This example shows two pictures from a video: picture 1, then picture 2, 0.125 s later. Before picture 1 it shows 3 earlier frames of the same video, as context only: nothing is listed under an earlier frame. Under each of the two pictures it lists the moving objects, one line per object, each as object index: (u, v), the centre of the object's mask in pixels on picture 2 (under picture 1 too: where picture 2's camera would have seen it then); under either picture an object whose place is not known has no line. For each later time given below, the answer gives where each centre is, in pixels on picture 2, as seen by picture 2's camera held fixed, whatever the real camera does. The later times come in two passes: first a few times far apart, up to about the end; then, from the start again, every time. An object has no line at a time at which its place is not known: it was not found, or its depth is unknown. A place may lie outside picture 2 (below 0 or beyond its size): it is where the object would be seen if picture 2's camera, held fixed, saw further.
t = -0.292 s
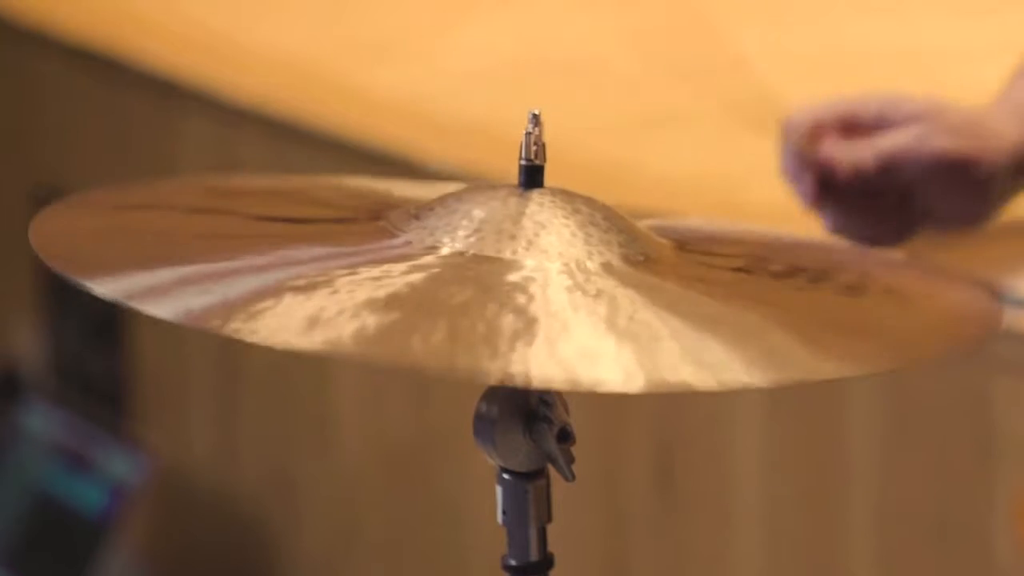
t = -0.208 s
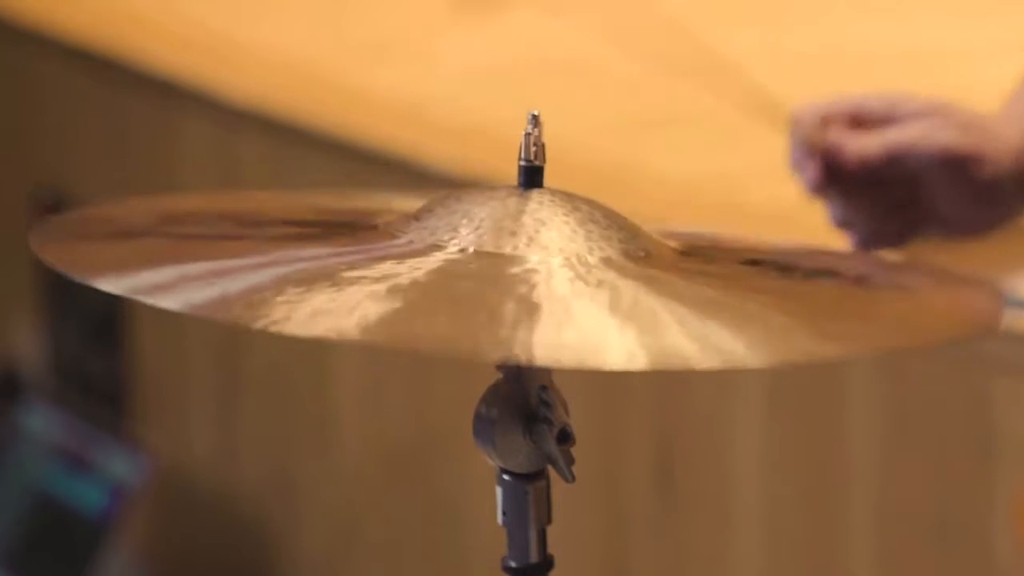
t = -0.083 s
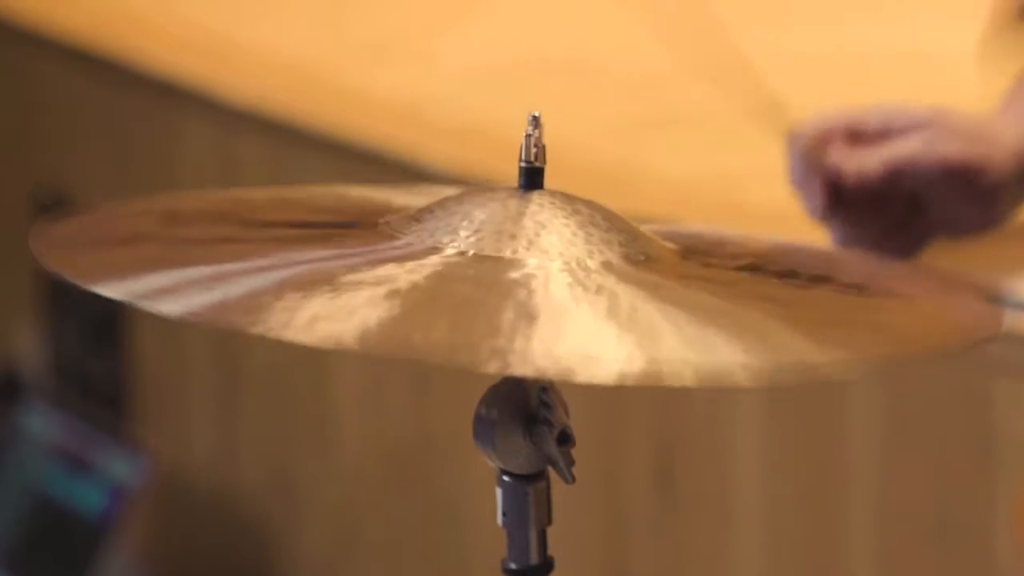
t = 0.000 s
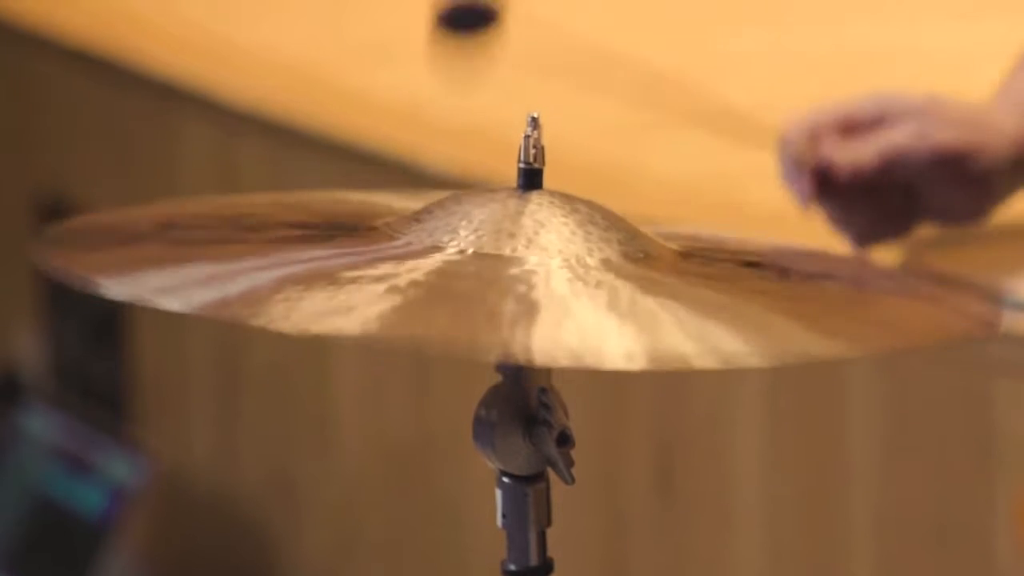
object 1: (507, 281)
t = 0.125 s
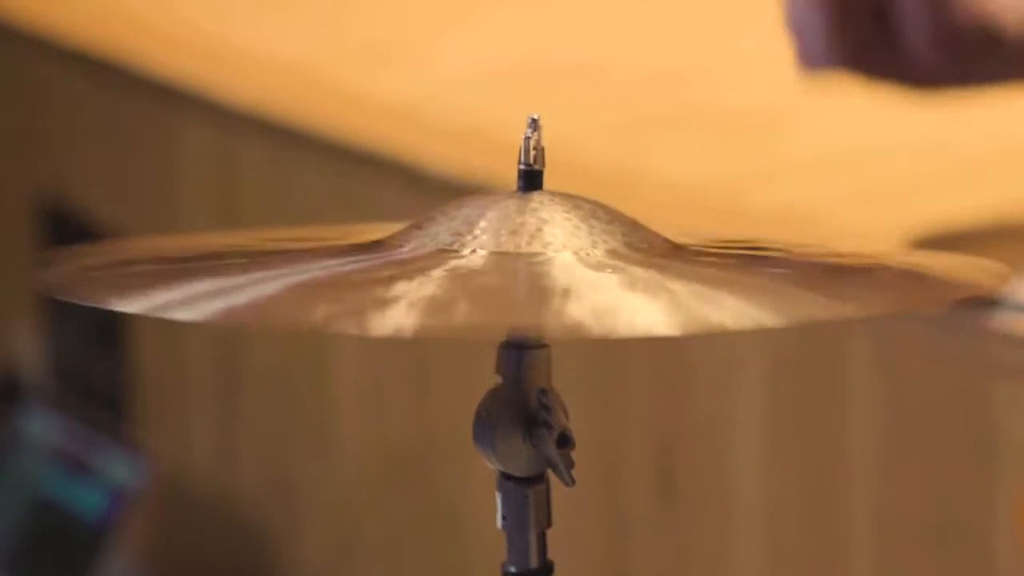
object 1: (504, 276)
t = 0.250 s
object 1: (509, 289)
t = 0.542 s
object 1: (505, 282)
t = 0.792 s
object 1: (513, 285)
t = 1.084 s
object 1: (510, 284)
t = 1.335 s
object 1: (510, 285)
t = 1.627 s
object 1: (508, 284)
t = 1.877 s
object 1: (511, 284)
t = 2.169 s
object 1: (513, 284)
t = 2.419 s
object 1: (512, 284)
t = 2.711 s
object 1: (511, 284)
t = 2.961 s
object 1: (512, 284)
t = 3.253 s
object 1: (512, 284)
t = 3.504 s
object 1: (511, 284)
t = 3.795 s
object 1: (512, 284)
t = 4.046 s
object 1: (511, 284)
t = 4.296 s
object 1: (512, 284)
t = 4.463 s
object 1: (511, 284)
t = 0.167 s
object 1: (511, 283)
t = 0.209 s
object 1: (504, 284)
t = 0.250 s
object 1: (509, 289)
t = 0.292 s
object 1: (511, 289)
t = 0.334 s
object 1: (507, 290)
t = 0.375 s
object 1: (513, 289)
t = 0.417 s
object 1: (504, 288)
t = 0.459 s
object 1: (509, 286)
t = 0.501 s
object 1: (503, 284)
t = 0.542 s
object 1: (505, 282)
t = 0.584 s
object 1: (511, 282)
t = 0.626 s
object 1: (508, 281)
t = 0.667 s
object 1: (513, 283)
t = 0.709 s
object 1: (507, 283)
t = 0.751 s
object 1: (510, 285)
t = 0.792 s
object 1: (513, 285)
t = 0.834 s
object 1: (506, 286)
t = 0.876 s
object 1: (513, 285)
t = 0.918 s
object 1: (504, 285)
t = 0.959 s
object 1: (509, 285)
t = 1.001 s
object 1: (503, 285)
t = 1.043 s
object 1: (508, 284)
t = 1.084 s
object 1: (510, 284)
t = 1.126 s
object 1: (509, 283)
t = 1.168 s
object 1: (514, 284)
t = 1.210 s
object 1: (508, 284)
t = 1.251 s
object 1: (512, 285)
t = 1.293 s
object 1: (512, 285)
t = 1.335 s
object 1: (510, 285)
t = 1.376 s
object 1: (511, 285)
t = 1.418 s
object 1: (506, 284)
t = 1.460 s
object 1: (511, 284)
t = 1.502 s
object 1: (506, 283)
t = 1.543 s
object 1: (510, 284)
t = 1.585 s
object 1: (510, 284)
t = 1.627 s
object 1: (508, 284)
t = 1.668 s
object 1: (512, 284)
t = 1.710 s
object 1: (509, 285)
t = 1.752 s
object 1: (513, 284)
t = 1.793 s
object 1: (509, 284)
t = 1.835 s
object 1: (512, 284)
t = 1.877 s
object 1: (511, 284)
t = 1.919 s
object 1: (509, 284)
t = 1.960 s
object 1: (513, 284)
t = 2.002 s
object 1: (511, 284)
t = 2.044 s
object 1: (513, 285)
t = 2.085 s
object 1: (511, 284)
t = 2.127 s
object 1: (510, 284)
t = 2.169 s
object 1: (513, 284)
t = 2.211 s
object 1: (510, 284)
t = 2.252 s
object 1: (514, 284)
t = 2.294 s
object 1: (510, 284)
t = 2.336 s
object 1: (512, 284)
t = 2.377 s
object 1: (511, 284)
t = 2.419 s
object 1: (512, 284)
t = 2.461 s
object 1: (513, 284)
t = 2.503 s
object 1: (510, 284)
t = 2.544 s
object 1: (513, 284)
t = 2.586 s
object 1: (510, 284)
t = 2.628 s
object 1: (512, 284)
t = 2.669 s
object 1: (511, 284)
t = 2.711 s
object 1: (511, 284)
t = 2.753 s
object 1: (512, 284)
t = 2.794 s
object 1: (510, 284)
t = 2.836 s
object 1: (513, 284)
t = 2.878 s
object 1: (510, 284)
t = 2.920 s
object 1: (512, 284)
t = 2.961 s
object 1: (512, 284)
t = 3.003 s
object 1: (510, 284)
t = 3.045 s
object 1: (512, 284)
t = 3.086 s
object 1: (511, 284)
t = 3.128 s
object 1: (513, 284)
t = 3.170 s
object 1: (511, 284)
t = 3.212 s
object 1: (511, 284)
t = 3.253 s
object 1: (512, 284)
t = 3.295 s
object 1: (511, 284)
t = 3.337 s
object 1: (512, 284)
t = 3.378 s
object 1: (511, 284)
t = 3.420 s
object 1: (513, 284)
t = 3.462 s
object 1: (511, 284)
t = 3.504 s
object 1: (511, 284)
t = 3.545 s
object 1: (512, 284)
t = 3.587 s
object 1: (511, 284)
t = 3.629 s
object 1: (512, 284)
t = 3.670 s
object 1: (511, 284)
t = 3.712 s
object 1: (512, 284)
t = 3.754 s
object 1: (511, 284)
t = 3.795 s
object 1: (512, 284)
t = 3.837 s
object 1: (512, 284)
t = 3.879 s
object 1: (511, 284)
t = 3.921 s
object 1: (512, 284)
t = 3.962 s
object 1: (511, 284)
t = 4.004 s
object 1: (512, 284)
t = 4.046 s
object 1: (511, 284)
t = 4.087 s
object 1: (512, 284)
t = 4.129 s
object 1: (512, 284)
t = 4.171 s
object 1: (511, 284)
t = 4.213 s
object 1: (513, 284)
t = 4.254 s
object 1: (512, 284)
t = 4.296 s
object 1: (512, 284)
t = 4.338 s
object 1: (512, 284)
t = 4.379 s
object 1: (512, 284)
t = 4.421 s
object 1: (512, 284)
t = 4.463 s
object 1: (511, 284)
